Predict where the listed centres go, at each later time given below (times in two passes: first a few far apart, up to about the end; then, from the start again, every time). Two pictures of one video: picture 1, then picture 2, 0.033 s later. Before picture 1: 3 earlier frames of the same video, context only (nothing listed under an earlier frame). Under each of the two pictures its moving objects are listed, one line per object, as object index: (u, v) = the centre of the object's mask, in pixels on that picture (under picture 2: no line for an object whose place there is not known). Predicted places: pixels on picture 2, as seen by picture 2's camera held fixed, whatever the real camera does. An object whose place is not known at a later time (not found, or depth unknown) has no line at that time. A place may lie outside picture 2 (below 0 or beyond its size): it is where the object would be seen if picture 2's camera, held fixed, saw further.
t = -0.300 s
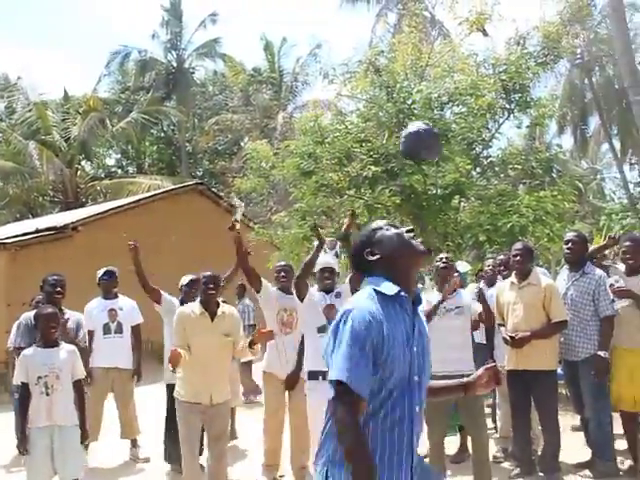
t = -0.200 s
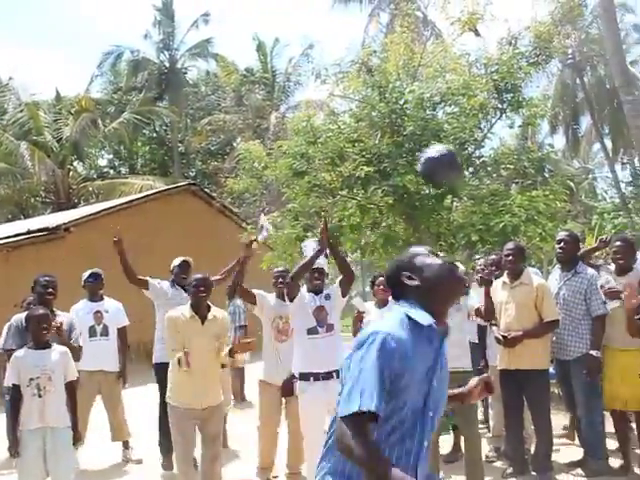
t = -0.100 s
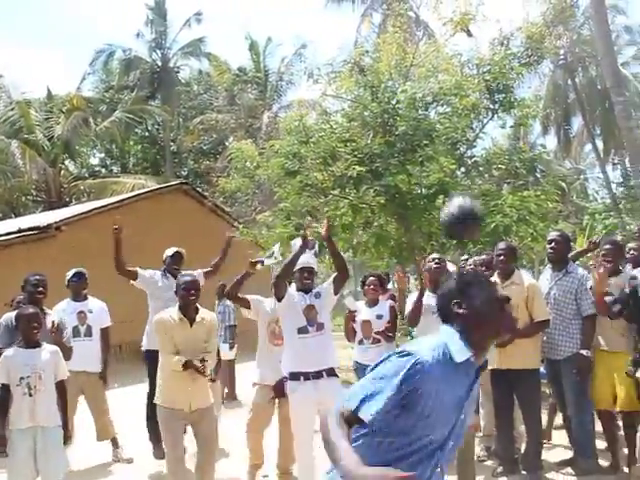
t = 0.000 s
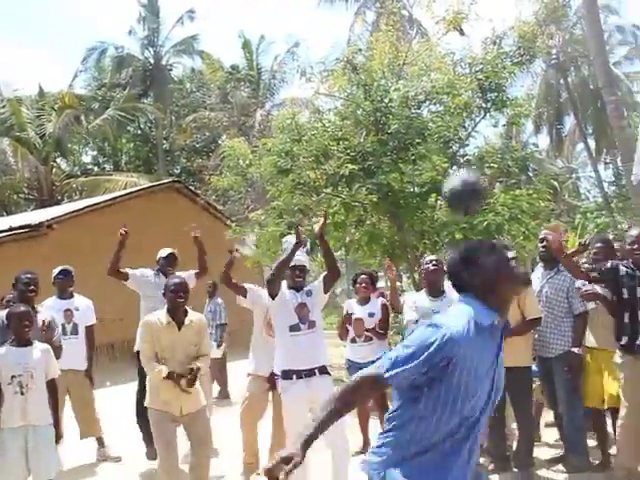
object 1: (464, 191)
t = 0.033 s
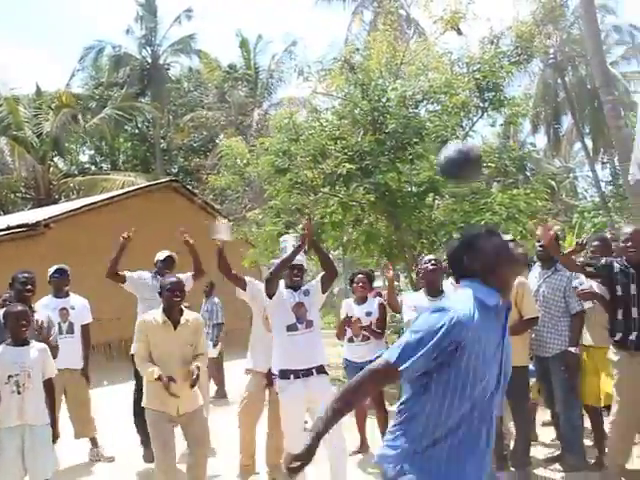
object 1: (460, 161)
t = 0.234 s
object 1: (455, 63)
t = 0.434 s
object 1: (460, 72)
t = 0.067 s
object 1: (457, 136)
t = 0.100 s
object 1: (457, 115)
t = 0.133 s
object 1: (456, 97)
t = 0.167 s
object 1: (456, 82)
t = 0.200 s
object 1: (455, 71)
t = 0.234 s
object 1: (455, 63)
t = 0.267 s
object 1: (455, 54)
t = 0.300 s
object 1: (456, 53)
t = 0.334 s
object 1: (456, 52)
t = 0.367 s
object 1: (457, 54)
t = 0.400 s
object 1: (459, 63)
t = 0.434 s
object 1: (460, 72)
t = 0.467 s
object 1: (462, 81)
